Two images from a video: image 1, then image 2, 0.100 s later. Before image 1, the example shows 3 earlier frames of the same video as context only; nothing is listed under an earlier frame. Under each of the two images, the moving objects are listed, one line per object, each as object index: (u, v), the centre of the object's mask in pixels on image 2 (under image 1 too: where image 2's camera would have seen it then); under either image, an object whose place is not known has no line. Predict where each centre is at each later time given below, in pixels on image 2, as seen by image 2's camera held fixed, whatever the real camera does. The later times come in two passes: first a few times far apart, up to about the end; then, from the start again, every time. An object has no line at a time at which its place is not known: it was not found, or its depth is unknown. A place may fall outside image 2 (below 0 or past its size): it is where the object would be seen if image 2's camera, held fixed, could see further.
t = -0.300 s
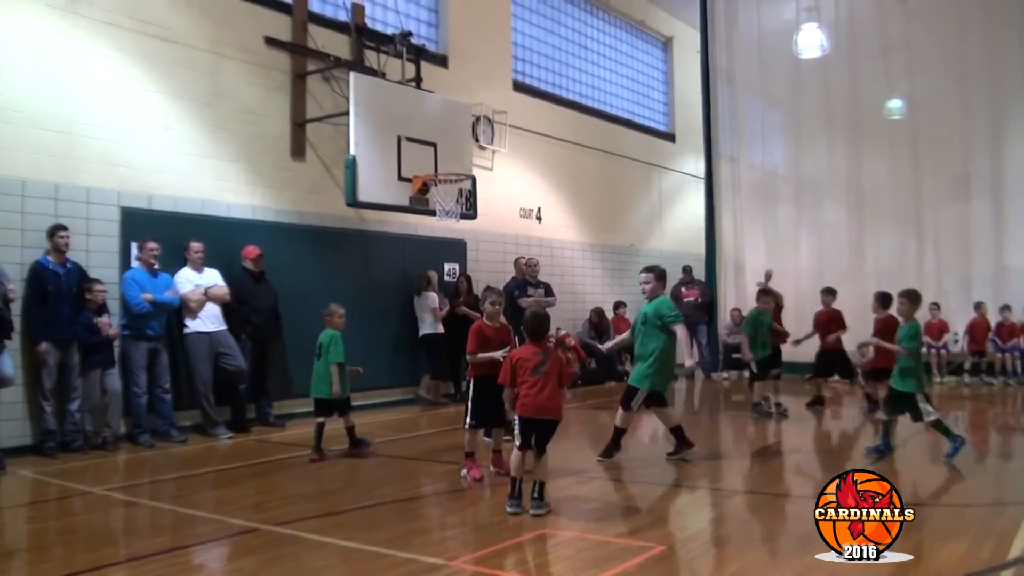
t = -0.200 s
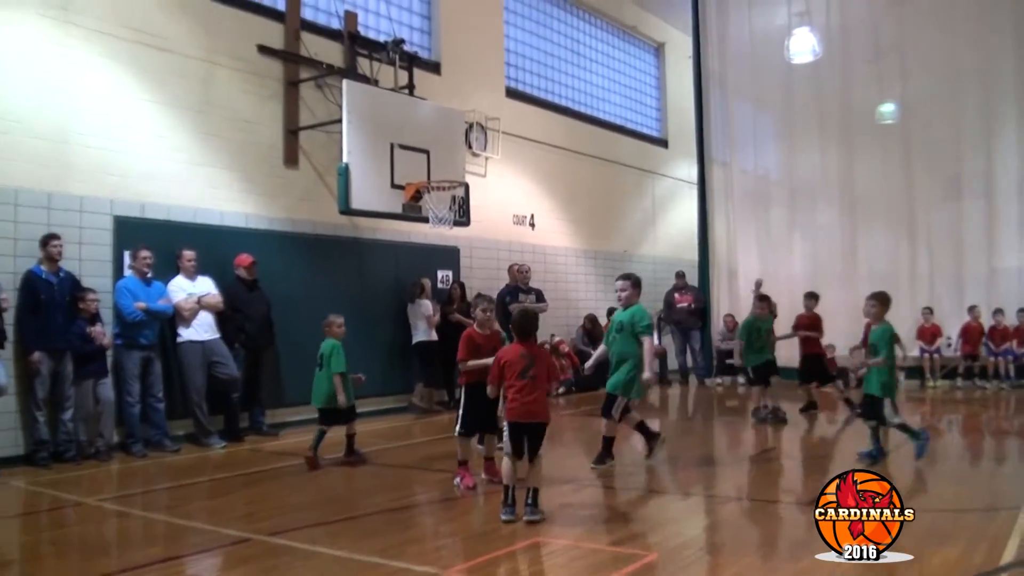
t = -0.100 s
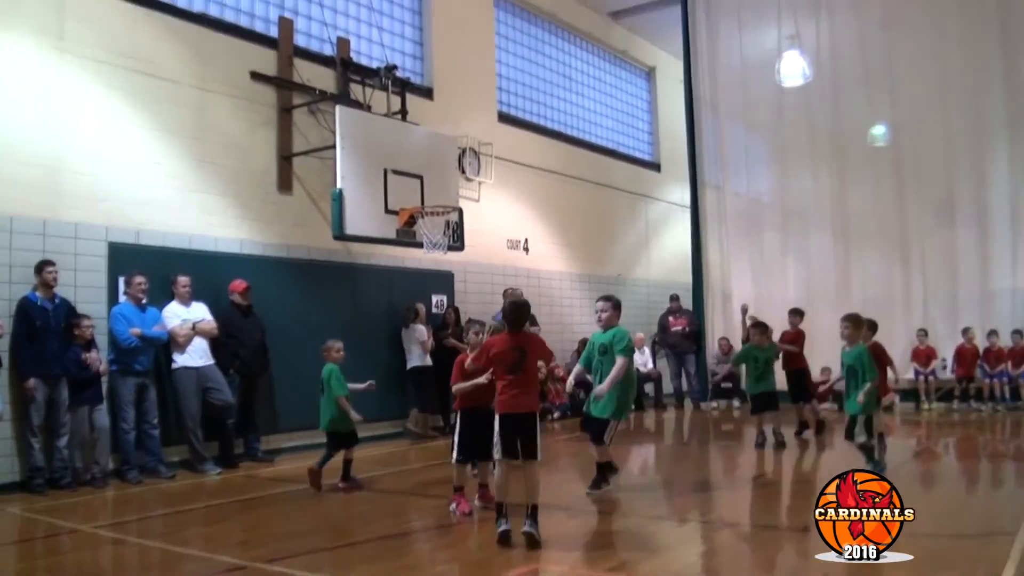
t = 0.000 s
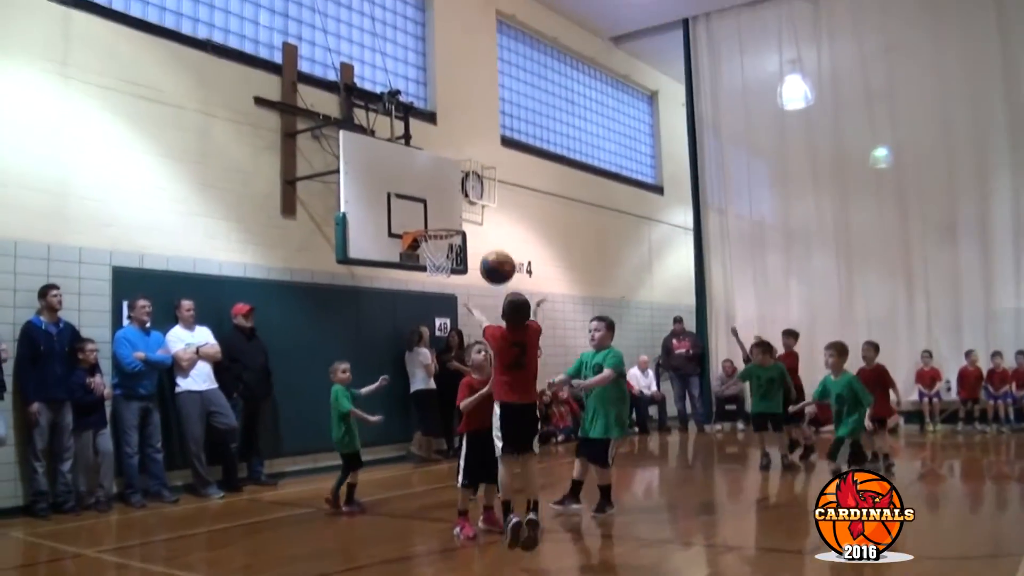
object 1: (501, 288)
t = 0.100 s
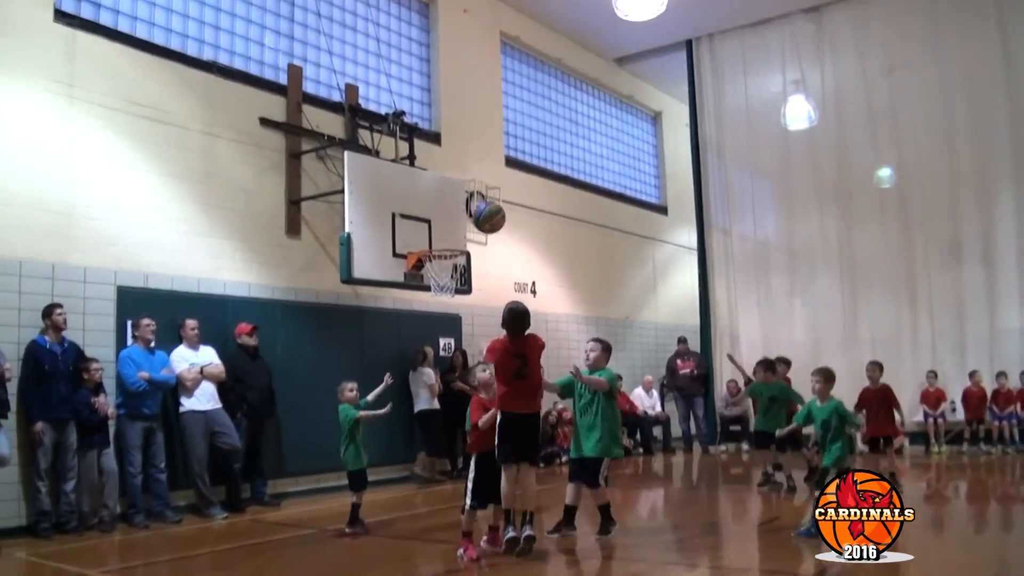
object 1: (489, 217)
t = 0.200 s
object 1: (478, 170)
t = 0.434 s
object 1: (461, 123)
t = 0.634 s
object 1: (450, 138)
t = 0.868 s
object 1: (441, 203)
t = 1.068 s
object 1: (444, 275)
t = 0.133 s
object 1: (485, 199)
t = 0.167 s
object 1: (482, 183)
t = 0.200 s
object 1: (478, 170)
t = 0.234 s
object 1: (475, 158)
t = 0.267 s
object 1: (473, 148)
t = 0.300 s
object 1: (470, 140)
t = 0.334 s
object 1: (467, 133)
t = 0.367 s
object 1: (465, 128)
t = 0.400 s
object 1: (463, 125)
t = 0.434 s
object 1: (461, 123)
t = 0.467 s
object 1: (459, 122)
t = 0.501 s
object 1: (457, 123)
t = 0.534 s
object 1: (455, 124)
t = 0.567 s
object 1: (453, 128)
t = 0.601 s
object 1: (452, 132)
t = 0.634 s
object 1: (450, 138)
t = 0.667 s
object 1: (449, 144)
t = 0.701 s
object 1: (448, 152)
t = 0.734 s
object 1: (447, 160)
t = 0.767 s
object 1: (445, 169)
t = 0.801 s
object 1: (444, 179)
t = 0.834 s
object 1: (442, 190)
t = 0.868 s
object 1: (441, 203)
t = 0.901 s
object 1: (440, 215)
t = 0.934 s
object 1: (439, 229)
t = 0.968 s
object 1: (438, 241)
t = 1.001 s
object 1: (437, 253)
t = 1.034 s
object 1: (439, 264)
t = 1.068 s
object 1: (444, 275)
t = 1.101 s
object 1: (450, 288)
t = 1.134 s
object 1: (451, 290)
